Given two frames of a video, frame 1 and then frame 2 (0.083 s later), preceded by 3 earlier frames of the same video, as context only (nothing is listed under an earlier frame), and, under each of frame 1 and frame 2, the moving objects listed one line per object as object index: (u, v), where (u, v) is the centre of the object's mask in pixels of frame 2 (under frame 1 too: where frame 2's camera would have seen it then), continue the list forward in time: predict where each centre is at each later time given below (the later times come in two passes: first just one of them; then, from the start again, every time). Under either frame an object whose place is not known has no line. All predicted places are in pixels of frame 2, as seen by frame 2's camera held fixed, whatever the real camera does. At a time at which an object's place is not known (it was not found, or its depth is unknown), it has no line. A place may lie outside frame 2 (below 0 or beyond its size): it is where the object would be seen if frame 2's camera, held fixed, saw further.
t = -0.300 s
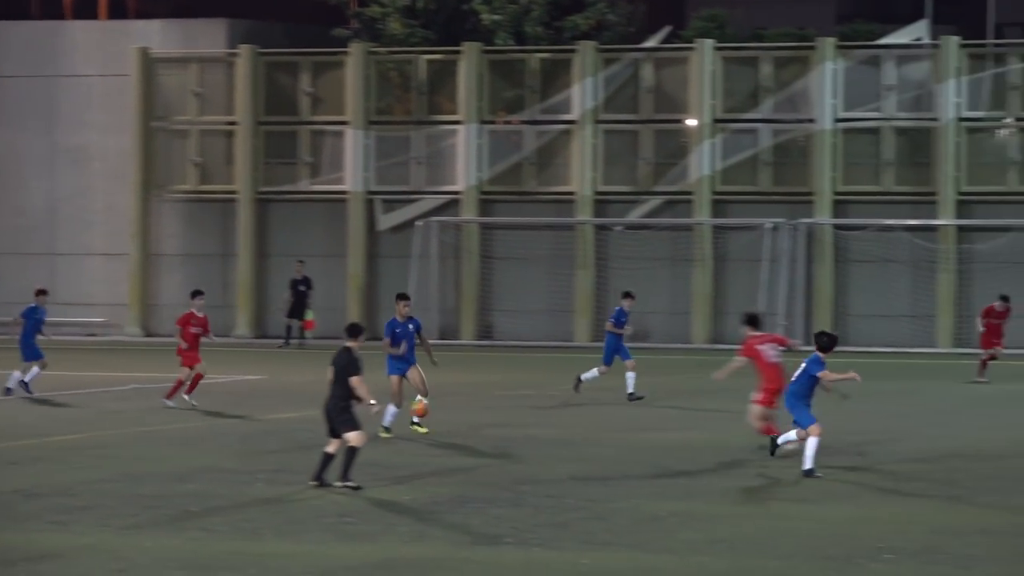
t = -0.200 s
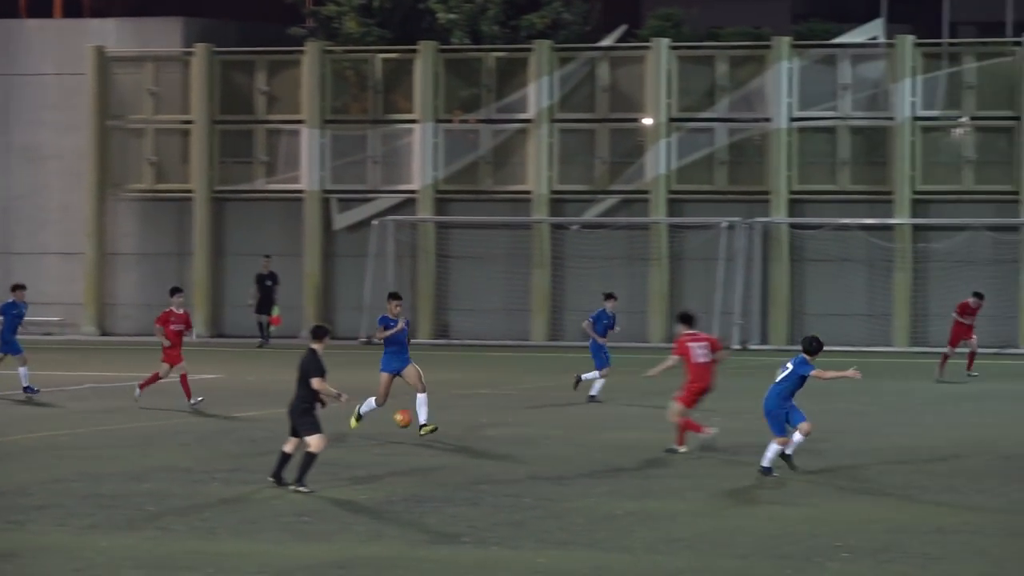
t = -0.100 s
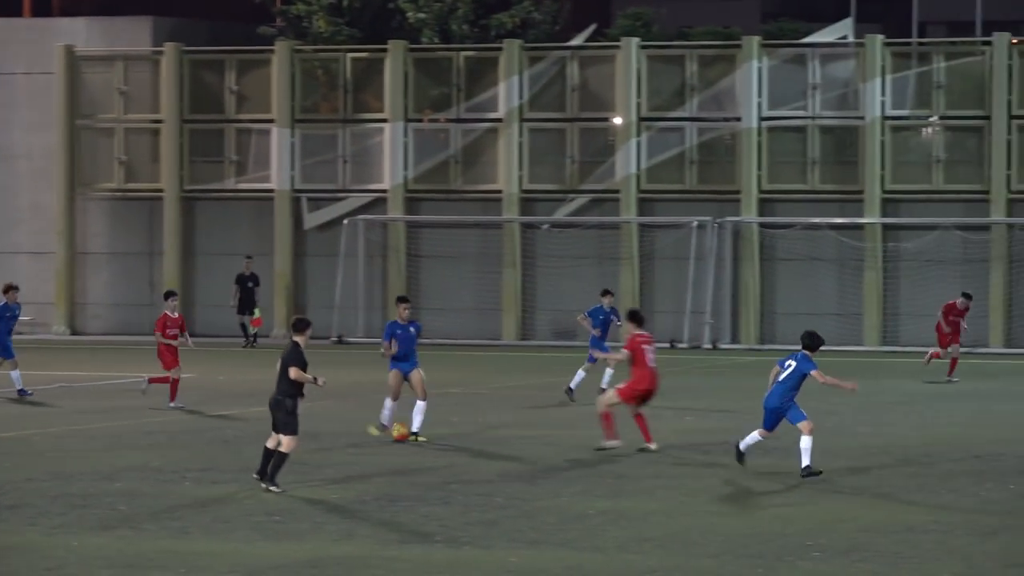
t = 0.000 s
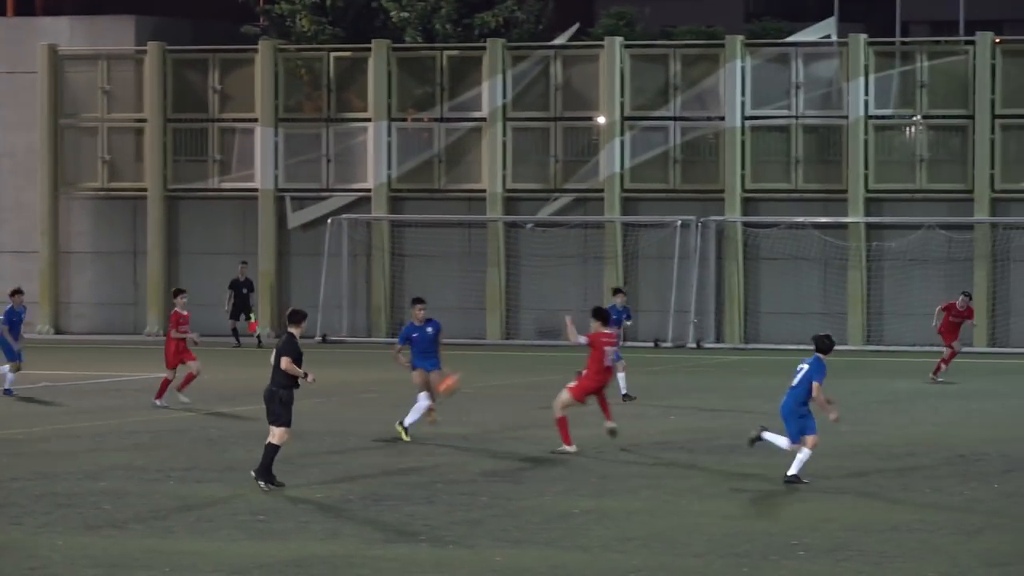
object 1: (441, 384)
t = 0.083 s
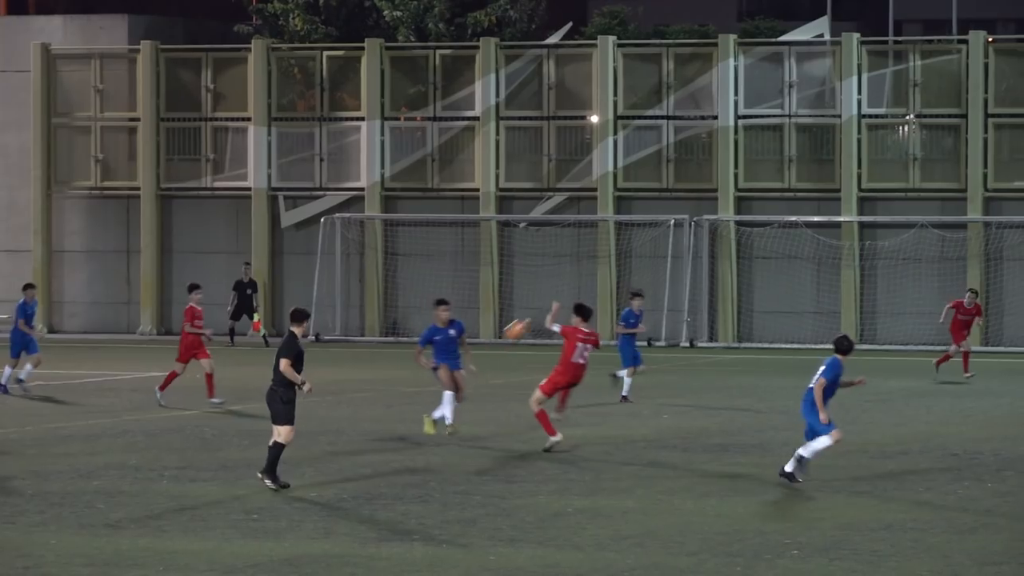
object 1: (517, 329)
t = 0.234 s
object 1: (657, 242)
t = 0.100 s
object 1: (533, 320)
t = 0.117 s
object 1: (548, 308)
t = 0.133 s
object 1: (562, 298)
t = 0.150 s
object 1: (579, 288)
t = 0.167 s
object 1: (595, 279)
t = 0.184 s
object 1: (610, 269)
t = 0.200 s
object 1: (627, 259)
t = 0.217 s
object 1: (642, 250)
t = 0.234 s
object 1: (657, 242)
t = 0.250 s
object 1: (674, 231)
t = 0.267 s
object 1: (690, 222)
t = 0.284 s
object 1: (706, 213)
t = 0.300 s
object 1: (723, 205)
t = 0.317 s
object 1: (739, 196)
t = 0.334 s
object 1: (756, 187)
